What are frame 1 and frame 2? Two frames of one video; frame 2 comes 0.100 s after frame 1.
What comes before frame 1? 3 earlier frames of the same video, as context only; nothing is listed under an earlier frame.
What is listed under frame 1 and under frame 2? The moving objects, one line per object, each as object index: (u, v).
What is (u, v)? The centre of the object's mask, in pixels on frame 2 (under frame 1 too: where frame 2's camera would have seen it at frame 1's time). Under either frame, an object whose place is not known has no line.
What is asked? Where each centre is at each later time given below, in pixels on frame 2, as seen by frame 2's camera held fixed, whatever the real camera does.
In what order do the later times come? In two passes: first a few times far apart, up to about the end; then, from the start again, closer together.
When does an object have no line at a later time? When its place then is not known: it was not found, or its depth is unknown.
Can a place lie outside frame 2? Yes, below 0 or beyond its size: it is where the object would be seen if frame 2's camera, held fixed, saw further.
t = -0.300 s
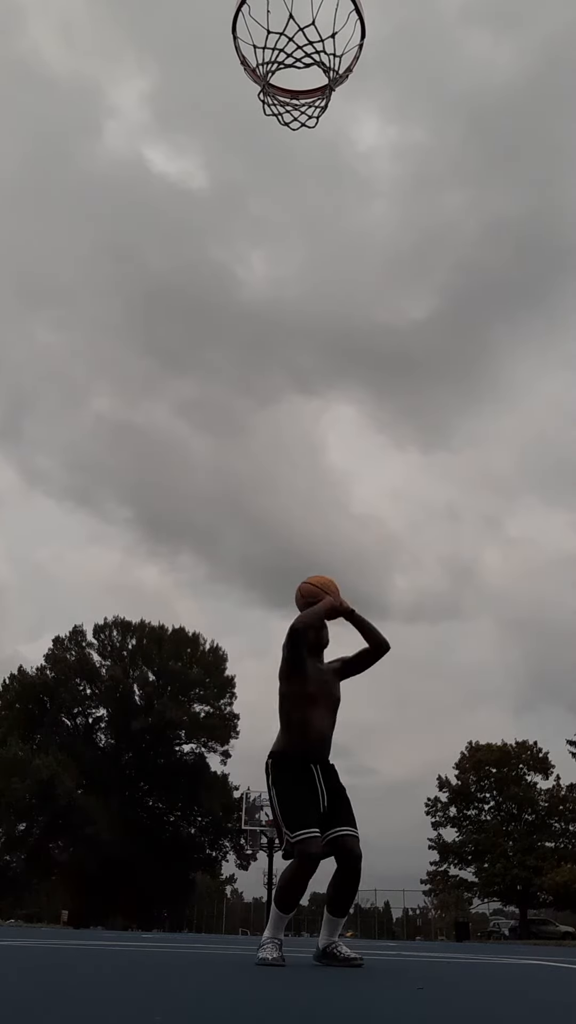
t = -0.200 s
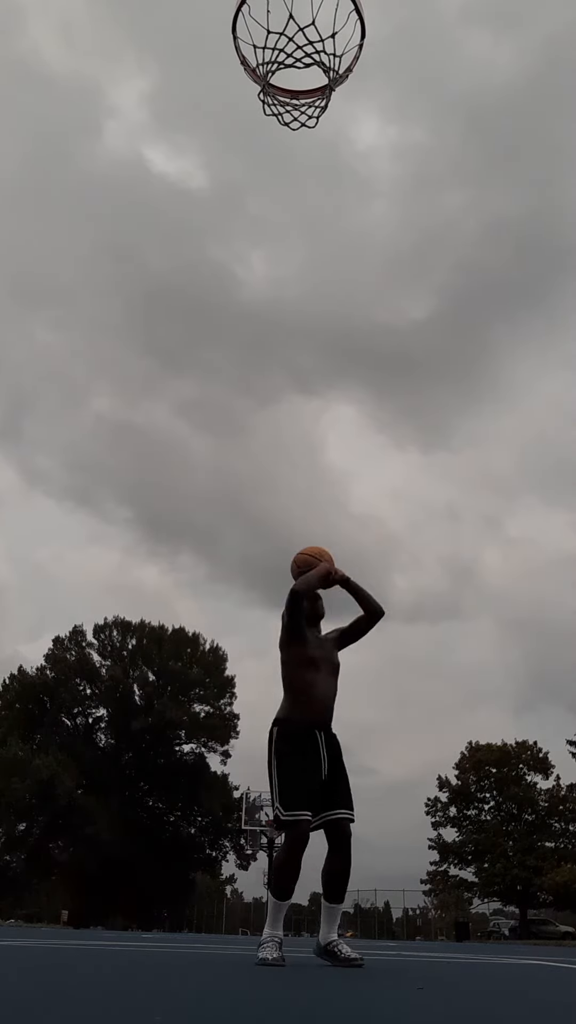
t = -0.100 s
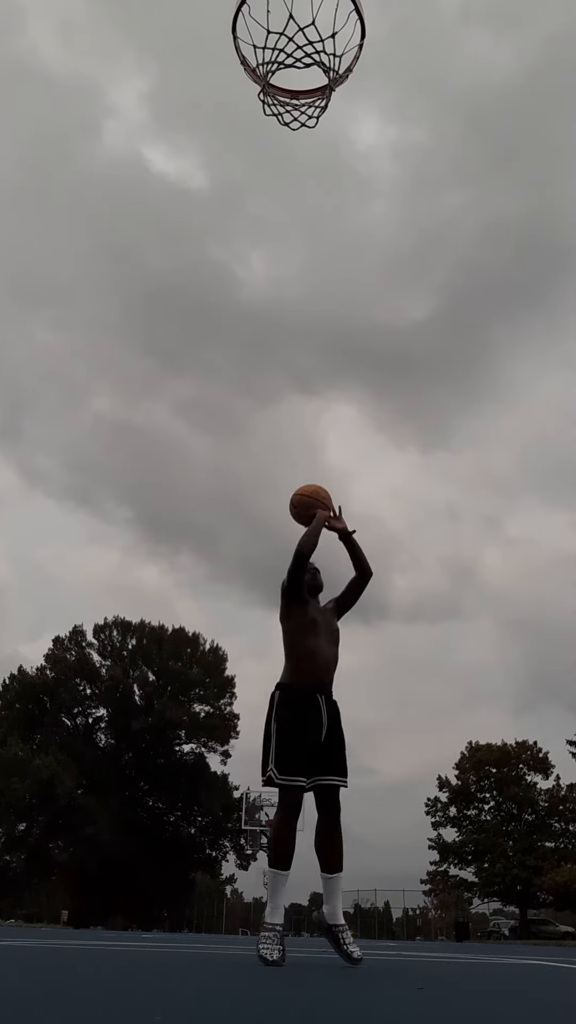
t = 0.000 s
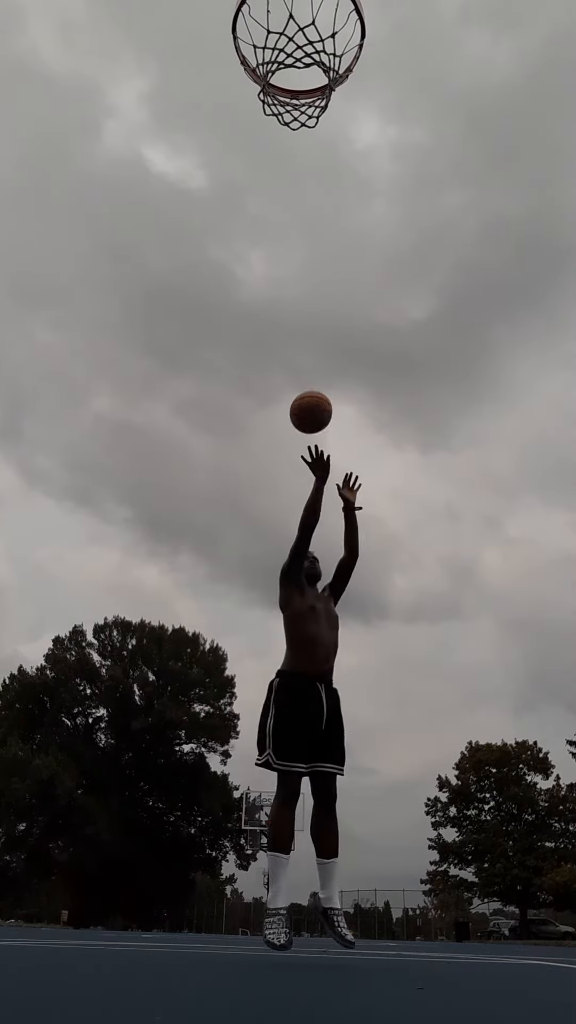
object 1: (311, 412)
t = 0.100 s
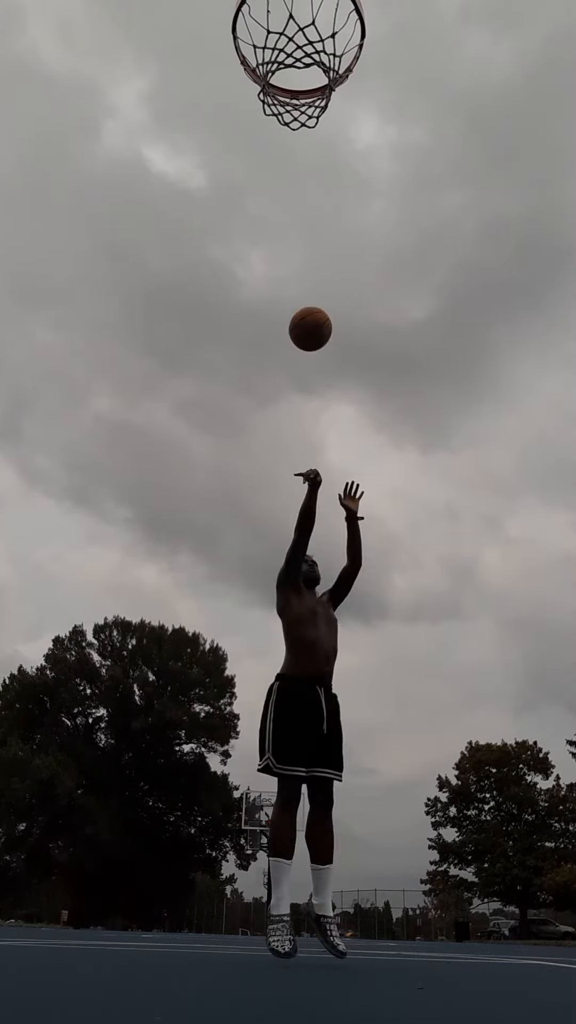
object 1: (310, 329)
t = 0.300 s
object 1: (308, 197)
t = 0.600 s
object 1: (300, 71)
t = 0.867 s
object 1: (287, 36)
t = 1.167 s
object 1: (319, 121)
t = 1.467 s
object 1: (365, 462)
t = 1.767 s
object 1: (414, 649)
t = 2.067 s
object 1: (426, 433)
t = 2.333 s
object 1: (445, 480)
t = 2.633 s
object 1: (486, 754)
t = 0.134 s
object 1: (310, 304)
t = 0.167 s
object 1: (310, 280)
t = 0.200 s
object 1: (309, 258)
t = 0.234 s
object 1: (309, 236)
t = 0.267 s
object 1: (308, 216)
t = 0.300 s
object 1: (308, 197)
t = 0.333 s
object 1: (307, 179)
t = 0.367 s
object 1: (307, 163)
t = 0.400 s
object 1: (306, 149)
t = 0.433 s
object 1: (306, 140)
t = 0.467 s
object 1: (307, 133)
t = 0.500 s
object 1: (304, 123)
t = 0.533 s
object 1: (302, 80)
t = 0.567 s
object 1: (301, 76)
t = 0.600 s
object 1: (300, 71)
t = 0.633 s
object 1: (299, 65)
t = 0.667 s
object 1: (298, 58)
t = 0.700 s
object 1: (296, 51)
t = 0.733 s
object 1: (295, 46)
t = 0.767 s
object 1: (293, 41)
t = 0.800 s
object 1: (291, 38)
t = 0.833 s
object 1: (289, 37)
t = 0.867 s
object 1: (287, 36)
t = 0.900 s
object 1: (286, 37)
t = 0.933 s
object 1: (289, 38)
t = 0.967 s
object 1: (294, 41)
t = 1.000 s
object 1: (298, 50)
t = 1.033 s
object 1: (303, 59)
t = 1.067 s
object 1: (306, 71)
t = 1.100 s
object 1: (311, 86)
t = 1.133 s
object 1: (315, 102)
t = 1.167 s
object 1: (319, 121)
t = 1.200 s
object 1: (323, 142)
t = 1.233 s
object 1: (327, 167)
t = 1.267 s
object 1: (332, 194)
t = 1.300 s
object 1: (337, 225)
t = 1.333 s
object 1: (341, 261)
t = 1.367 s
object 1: (347, 302)
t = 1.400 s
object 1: (352, 348)
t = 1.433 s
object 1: (358, 401)
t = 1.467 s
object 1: (365, 462)
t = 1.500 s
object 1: (372, 532)
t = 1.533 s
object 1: (381, 613)
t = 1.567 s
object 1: (390, 710)
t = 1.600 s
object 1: (402, 826)
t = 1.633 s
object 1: (412, 957)
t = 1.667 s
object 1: (413, 864)
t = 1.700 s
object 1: (413, 779)
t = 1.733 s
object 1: (414, 707)
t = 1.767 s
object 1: (414, 649)
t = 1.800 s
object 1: (415, 602)
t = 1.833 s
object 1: (415, 562)
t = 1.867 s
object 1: (416, 529)
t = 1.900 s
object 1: (418, 502)
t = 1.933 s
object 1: (419, 481)
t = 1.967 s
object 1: (421, 463)
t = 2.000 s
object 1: (422, 450)
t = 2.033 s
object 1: (424, 440)
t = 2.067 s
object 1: (426, 433)
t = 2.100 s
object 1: (427, 430)
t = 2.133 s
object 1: (430, 429)
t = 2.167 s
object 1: (432, 431)
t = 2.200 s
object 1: (434, 436)
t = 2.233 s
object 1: (436, 443)
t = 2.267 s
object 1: (439, 453)
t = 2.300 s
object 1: (442, 465)
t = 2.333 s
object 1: (445, 480)
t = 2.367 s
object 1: (448, 498)
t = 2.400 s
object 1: (452, 518)
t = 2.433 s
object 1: (455, 541)
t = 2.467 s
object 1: (459, 567)
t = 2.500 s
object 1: (464, 596)
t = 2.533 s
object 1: (469, 629)
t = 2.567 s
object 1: (474, 666)
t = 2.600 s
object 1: (480, 708)
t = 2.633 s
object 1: (486, 754)
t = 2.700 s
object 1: (501, 862)
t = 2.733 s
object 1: (507, 924)
